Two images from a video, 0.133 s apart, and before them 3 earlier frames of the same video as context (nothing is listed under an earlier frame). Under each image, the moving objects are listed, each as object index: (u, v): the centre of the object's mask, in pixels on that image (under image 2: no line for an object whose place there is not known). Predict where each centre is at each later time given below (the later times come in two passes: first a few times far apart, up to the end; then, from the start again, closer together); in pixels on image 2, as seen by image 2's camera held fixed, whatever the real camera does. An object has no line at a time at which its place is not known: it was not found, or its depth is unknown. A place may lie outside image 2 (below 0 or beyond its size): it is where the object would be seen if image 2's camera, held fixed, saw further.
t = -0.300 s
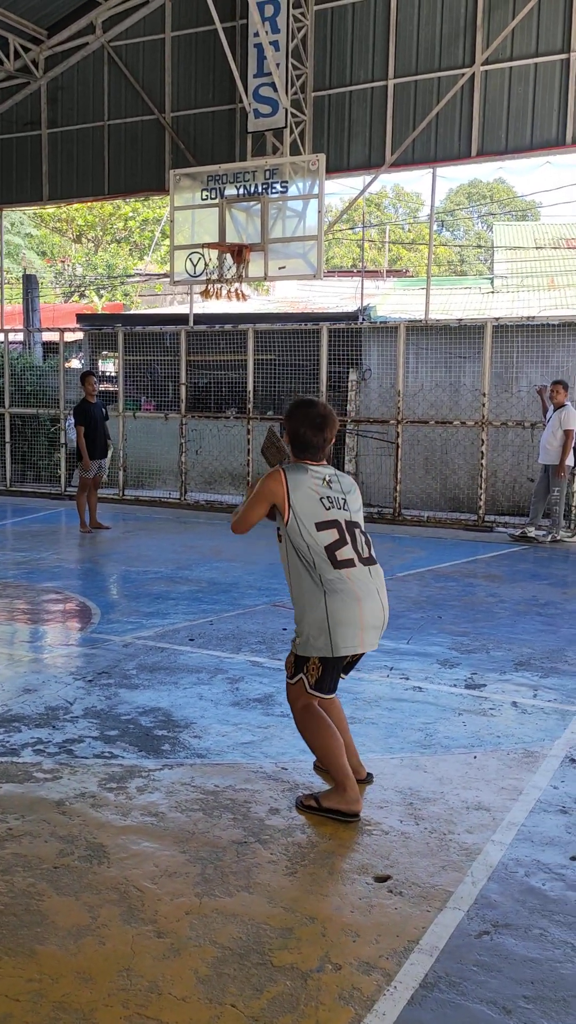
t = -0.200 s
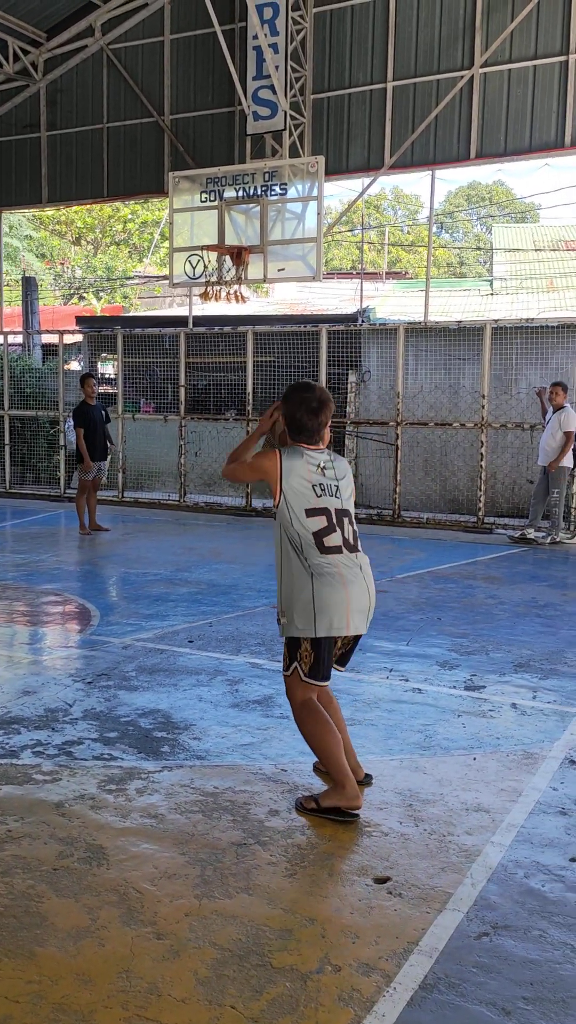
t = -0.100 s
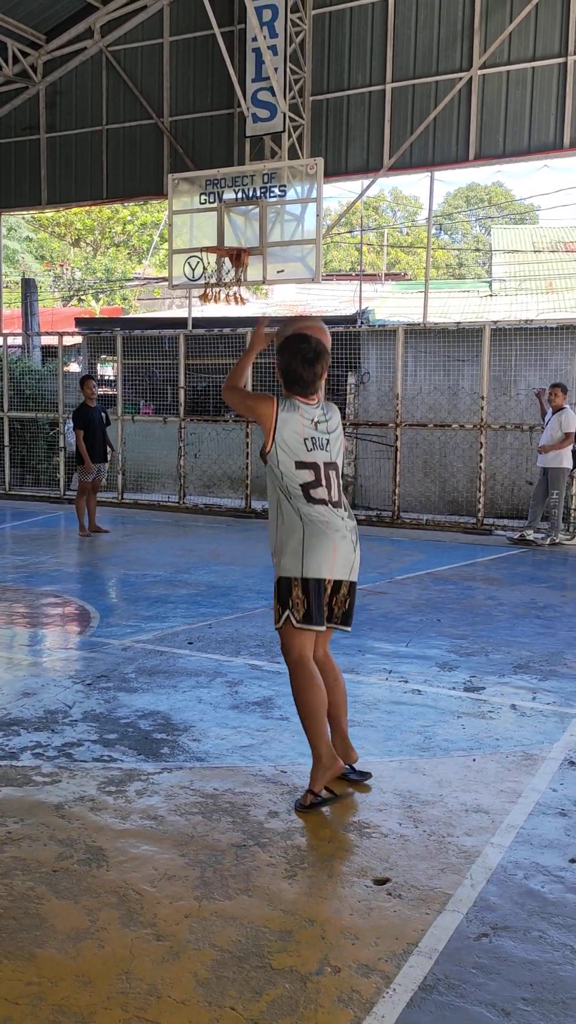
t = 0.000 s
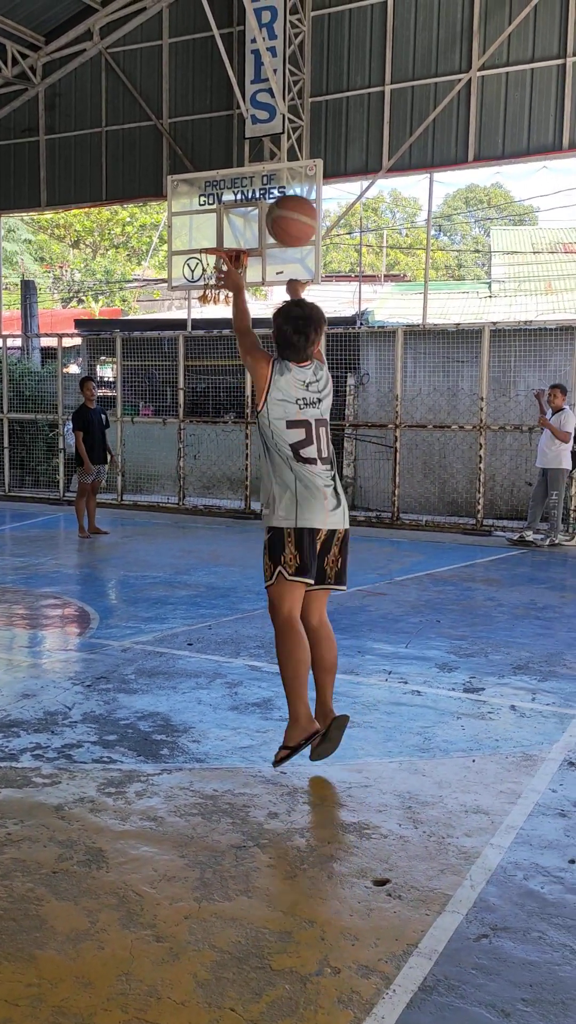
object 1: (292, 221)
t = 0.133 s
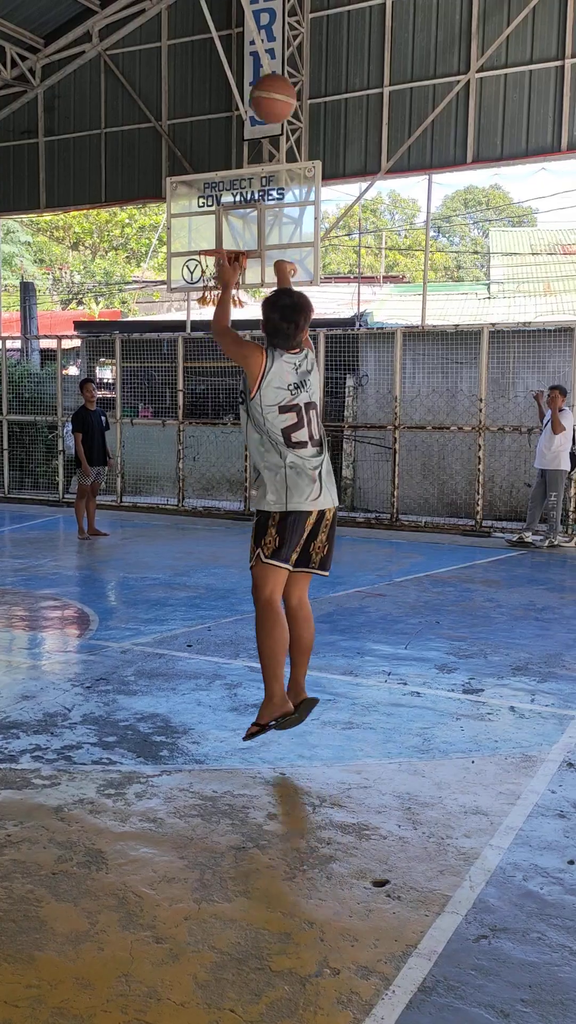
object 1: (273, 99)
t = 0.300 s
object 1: (257, 25)
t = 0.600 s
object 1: (238, 31)
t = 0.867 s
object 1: (229, 120)
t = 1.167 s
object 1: (221, 269)
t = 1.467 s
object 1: (205, 345)
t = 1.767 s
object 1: (185, 490)
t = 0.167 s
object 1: (269, 78)
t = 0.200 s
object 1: (266, 60)
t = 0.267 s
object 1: (260, 34)
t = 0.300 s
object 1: (257, 25)
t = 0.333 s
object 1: (254, 19)
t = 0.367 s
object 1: (252, 15)
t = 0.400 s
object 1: (250, 14)
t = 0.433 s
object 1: (247, 13)
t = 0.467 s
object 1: (245, 13)
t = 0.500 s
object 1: (243, 14)
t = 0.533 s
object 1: (241, 18)
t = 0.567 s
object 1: (240, 24)
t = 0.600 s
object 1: (238, 31)
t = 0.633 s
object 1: (236, 38)
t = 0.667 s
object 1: (235, 47)
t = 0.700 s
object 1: (234, 57)
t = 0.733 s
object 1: (233, 68)
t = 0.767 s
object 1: (232, 79)
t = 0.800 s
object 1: (231, 92)
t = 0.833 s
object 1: (230, 105)
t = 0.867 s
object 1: (229, 120)
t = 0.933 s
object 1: (227, 150)
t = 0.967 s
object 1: (227, 166)
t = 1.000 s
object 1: (225, 182)
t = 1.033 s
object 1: (224, 199)
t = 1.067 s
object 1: (223, 216)
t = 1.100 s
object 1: (222, 234)
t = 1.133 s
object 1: (222, 252)
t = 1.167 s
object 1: (221, 269)
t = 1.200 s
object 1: (220, 278)
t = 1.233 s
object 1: (220, 283)
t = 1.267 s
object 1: (219, 289)
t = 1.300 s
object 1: (217, 296)
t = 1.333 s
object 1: (214, 304)
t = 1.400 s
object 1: (210, 322)
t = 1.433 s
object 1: (208, 332)
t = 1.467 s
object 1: (205, 345)
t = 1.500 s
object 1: (202, 357)
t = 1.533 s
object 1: (201, 372)
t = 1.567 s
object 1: (199, 386)
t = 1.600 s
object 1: (196, 401)
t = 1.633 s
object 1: (194, 417)
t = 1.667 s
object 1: (191, 434)
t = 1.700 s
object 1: (189, 453)
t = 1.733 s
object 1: (187, 471)
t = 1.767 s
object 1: (185, 490)
